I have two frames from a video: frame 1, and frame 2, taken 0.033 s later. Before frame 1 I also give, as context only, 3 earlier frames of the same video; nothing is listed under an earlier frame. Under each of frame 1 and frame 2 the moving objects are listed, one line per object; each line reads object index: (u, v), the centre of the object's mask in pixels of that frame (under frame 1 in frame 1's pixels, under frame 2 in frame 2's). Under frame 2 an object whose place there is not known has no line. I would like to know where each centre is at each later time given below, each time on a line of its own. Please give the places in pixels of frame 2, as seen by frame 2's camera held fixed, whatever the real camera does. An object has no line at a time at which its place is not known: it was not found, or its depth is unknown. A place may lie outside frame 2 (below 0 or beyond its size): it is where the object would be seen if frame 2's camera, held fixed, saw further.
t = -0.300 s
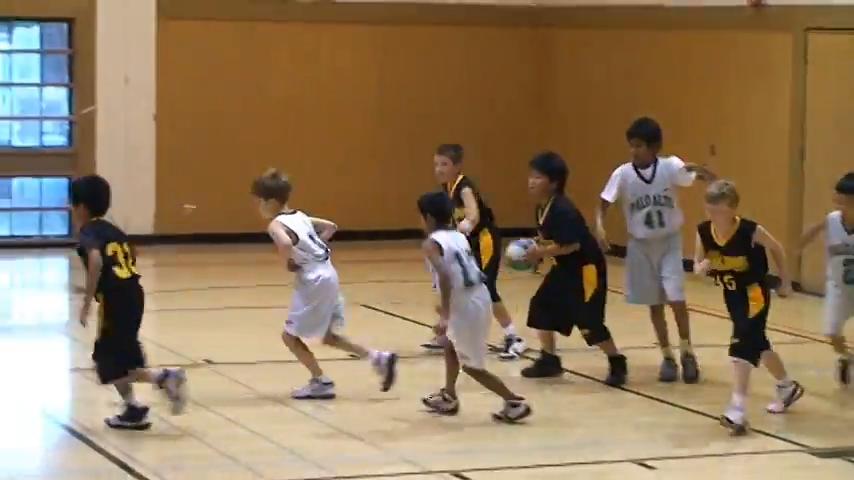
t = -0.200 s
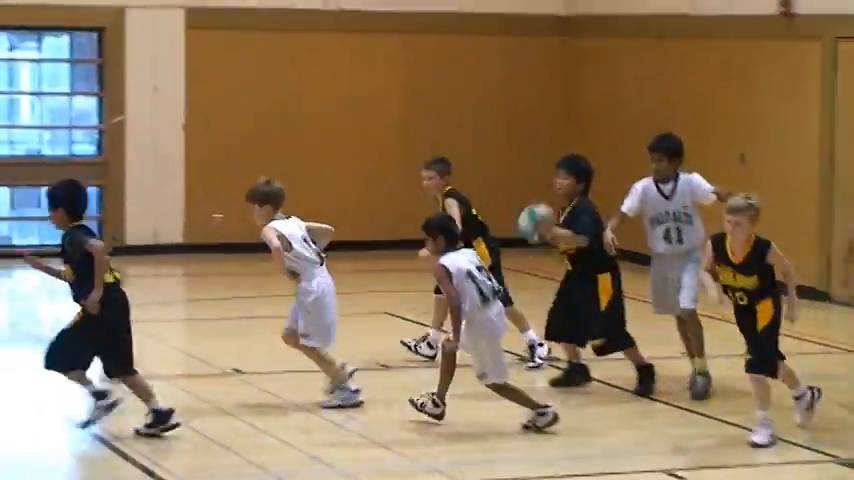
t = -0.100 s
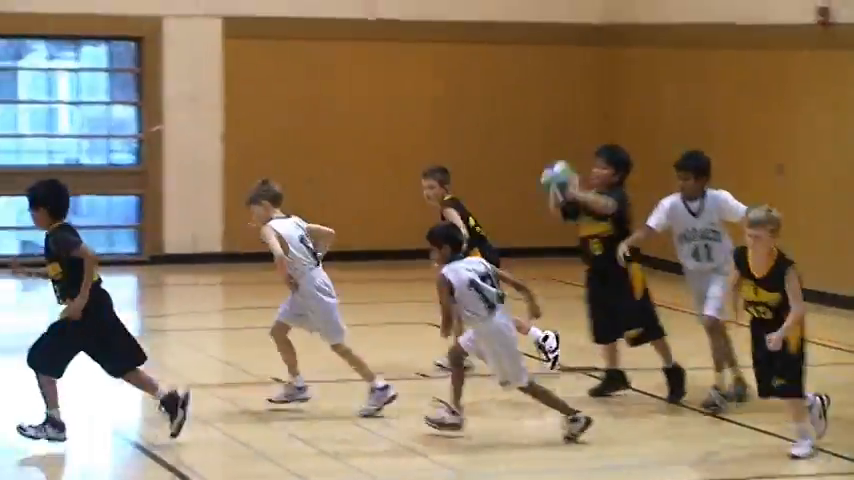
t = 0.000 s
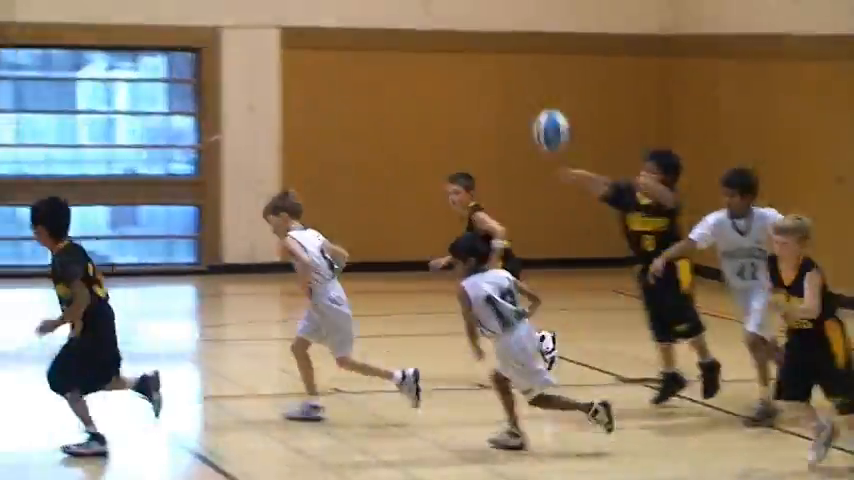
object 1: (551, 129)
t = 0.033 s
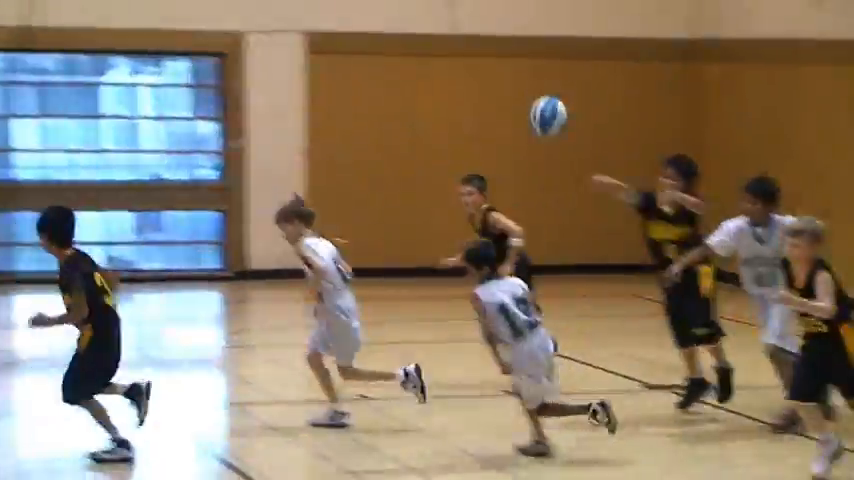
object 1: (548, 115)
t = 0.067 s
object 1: (520, 99)
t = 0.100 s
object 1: (494, 84)
